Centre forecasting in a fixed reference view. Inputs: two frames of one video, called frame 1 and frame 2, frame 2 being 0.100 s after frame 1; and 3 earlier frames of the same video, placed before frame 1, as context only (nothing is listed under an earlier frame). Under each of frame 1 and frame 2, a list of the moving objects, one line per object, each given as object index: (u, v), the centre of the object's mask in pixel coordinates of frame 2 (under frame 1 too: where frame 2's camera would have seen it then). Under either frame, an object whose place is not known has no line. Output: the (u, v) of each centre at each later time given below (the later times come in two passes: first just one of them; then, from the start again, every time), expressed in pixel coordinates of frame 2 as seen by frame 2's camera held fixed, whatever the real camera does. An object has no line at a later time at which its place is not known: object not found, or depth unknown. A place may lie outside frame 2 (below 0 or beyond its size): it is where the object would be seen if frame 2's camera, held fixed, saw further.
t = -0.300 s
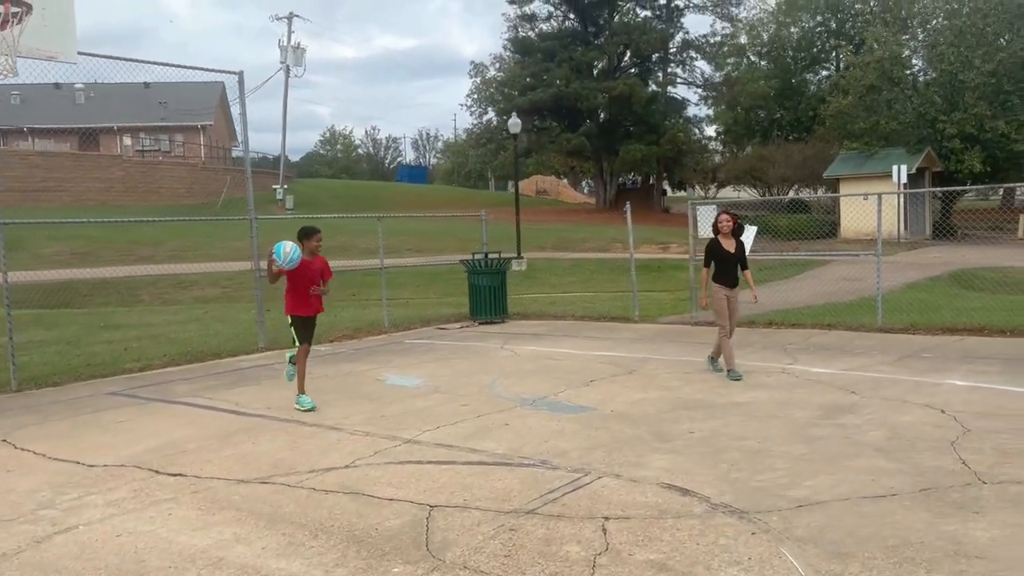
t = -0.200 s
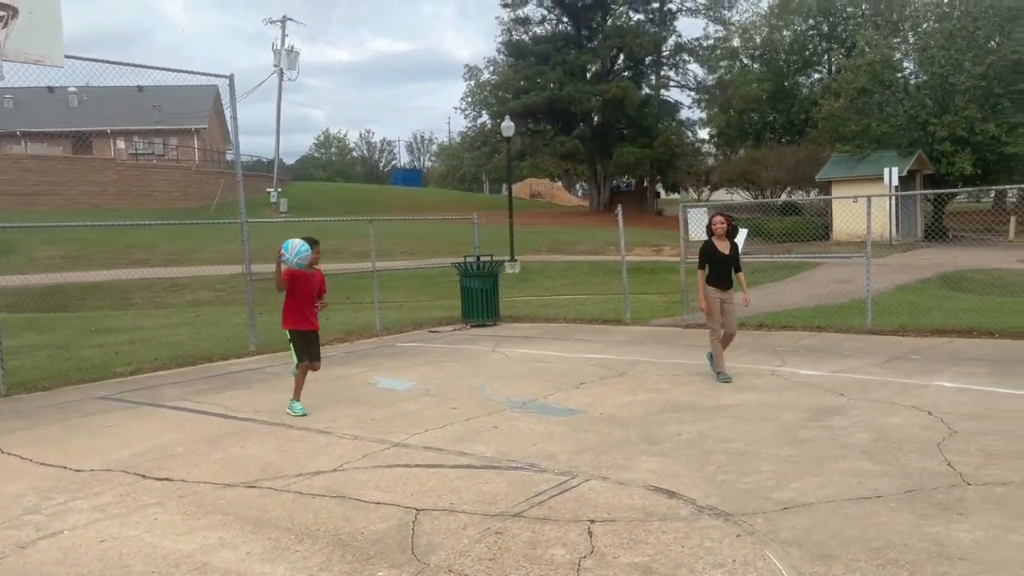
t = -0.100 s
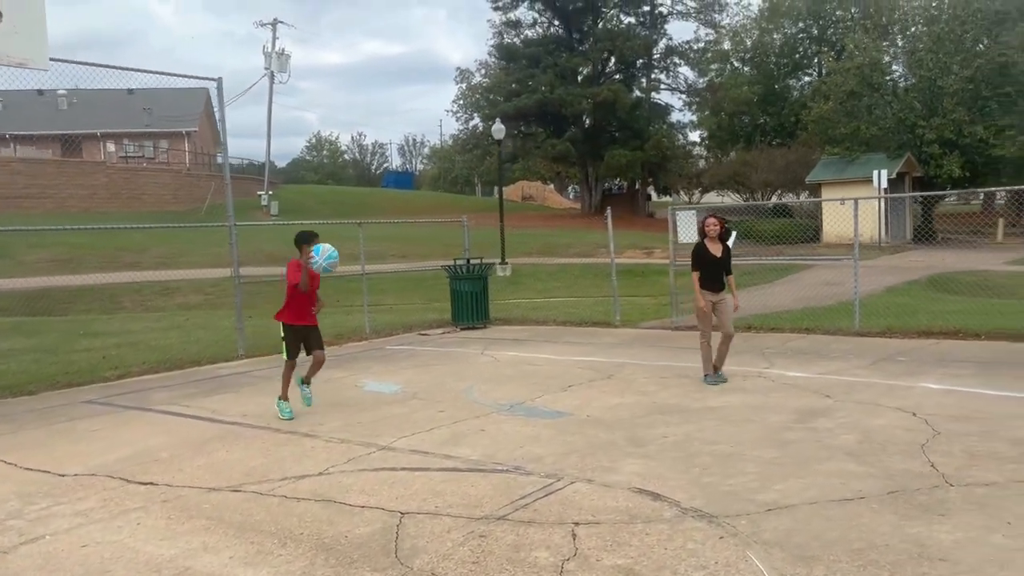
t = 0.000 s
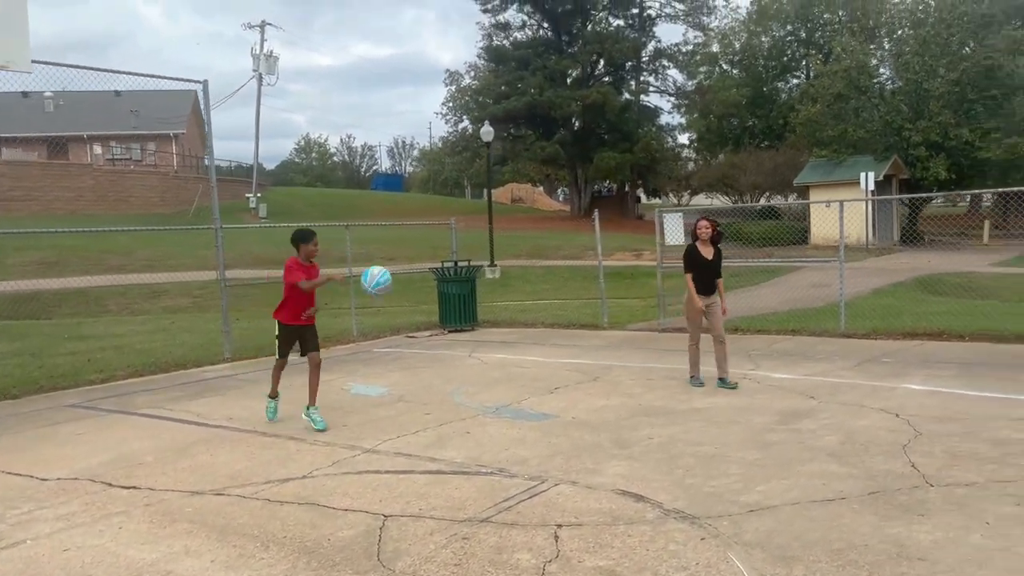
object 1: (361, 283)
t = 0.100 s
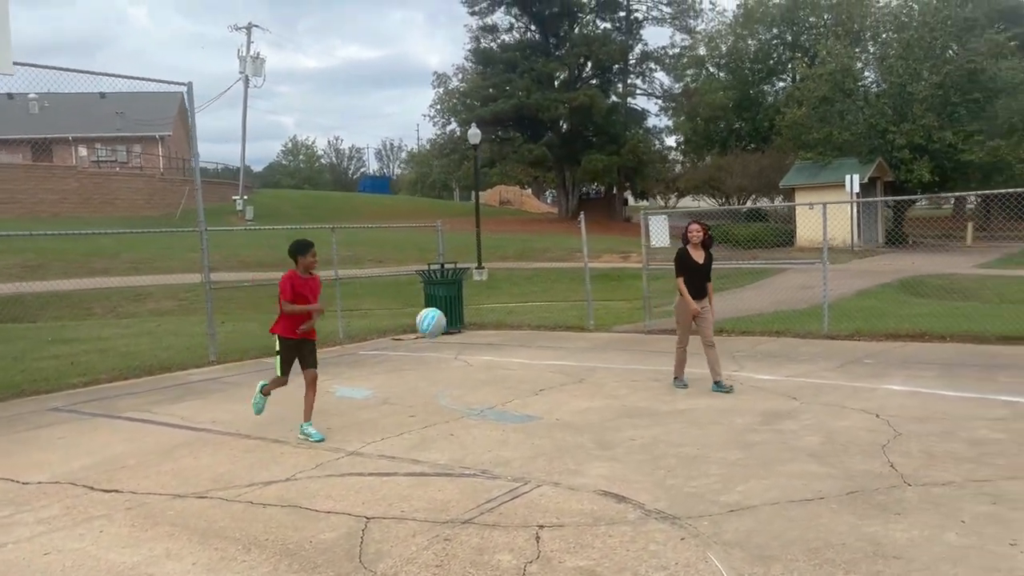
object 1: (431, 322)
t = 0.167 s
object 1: (476, 355)
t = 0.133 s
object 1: (453, 338)
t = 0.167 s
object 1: (476, 355)
